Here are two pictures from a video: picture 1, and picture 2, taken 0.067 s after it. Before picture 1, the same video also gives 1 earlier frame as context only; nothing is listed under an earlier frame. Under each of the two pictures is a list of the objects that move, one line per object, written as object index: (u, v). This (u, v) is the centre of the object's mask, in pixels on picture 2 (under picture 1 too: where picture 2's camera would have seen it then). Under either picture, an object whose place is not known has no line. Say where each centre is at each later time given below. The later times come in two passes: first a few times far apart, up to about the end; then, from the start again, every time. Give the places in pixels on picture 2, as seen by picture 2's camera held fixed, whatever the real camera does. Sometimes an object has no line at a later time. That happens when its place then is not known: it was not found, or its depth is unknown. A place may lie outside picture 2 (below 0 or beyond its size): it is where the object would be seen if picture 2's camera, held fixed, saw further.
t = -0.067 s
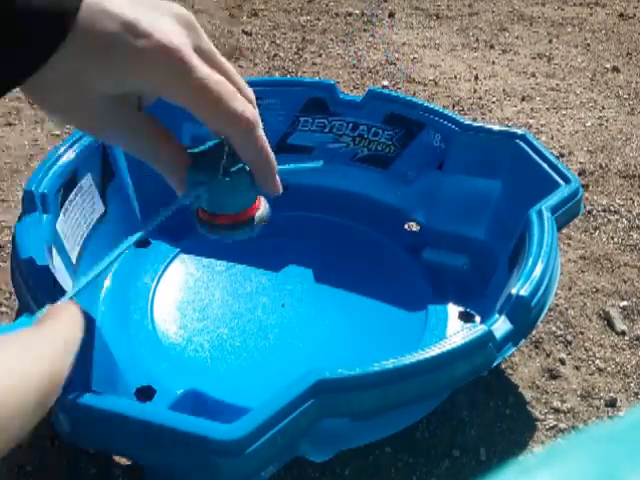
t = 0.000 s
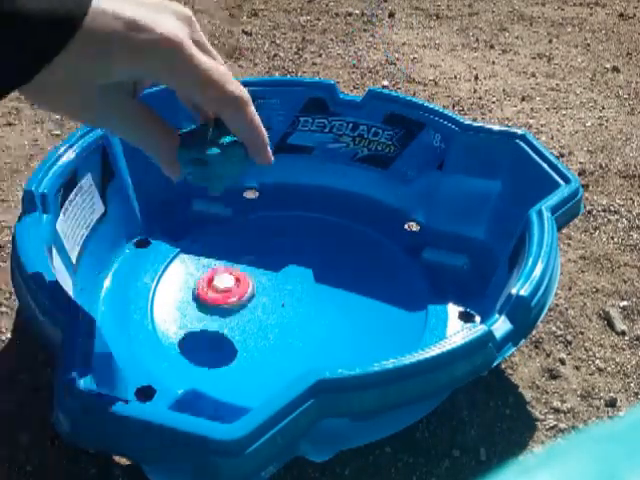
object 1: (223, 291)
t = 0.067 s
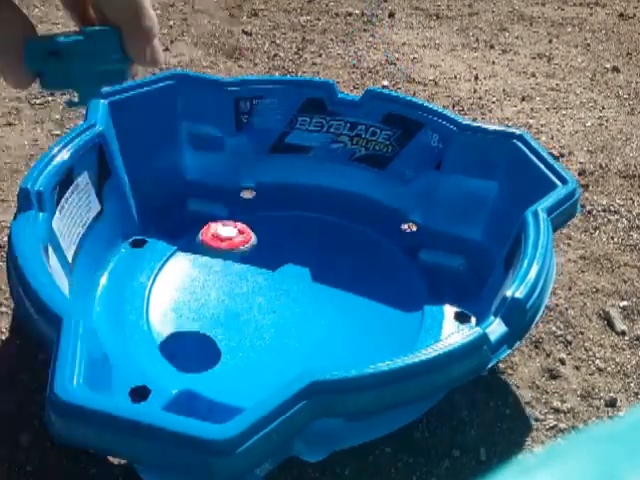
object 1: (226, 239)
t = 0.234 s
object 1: (243, 188)
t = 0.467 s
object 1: (277, 249)
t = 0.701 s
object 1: (233, 271)
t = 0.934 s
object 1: (193, 276)
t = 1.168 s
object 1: (222, 292)
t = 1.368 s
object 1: (256, 273)
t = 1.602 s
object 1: (260, 245)
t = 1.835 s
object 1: (252, 238)
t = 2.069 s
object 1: (249, 245)
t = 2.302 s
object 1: (272, 268)
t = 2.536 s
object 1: (312, 267)
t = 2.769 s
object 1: (319, 259)
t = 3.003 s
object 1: (300, 261)
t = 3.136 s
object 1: (285, 276)
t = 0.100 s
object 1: (229, 207)
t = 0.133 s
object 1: (233, 185)
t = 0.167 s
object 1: (236, 174)
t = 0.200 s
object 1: (240, 177)
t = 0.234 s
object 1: (243, 188)
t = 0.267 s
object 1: (246, 206)
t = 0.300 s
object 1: (254, 202)
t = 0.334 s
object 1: (261, 204)
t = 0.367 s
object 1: (269, 219)
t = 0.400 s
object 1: (275, 236)
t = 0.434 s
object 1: (277, 238)
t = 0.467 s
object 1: (277, 249)
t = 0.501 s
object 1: (276, 260)
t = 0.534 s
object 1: (271, 265)
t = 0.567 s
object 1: (265, 271)
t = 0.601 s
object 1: (258, 274)
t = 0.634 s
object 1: (249, 274)
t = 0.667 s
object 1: (240, 272)
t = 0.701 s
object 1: (233, 271)
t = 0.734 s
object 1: (226, 269)
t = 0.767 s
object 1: (219, 268)
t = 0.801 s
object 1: (213, 269)
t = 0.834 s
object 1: (206, 269)
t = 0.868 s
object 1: (200, 271)
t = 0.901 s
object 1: (196, 273)
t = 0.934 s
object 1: (193, 276)
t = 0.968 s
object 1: (192, 280)
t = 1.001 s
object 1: (193, 284)
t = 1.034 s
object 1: (196, 288)
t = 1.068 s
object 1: (201, 290)
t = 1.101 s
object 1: (207, 292)
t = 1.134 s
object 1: (214, 292)
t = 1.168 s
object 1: (222, 292)
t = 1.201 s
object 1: (229, 290)
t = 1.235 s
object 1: (235, 288)
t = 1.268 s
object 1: (243, 285)
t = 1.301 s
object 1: (248, 281)
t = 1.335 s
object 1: (252, 277)
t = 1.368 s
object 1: (256, 273)
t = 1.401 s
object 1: (259, 268)
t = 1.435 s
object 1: (261, 264)
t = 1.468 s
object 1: (262, 260)
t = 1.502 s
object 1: (262, 256)
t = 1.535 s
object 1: (262, 252)
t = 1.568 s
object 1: (261, 248)
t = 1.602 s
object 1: (260, 245)
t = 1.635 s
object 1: (258, 242)
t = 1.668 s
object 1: (256, 241)
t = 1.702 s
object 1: (255, 239)
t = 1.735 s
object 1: (253, 238)
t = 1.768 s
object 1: (253, 238)
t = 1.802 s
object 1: (252, 238)
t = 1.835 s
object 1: (252, 238)
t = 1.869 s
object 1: (251, 238)
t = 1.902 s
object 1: (251, 238)
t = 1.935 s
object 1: (251, 239)
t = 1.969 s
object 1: (250, 239)
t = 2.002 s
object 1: (250, 241)
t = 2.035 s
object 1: (249, 242)
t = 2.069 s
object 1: (249, 245)
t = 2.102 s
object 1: (250, 248)
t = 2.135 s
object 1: (251, 252)
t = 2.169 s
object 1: (253, 255)
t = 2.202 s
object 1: (257, 259)
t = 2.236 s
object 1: (260, 262)
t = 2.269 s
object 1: (266, 265)
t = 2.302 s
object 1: (272, 268)
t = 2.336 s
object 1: (279, 269)
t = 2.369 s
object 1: (285, 270)
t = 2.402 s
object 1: (292, 270)
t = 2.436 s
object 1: (298, 270)
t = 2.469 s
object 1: (303, 269)
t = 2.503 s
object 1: (309, 268)
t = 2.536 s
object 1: (312, 267)
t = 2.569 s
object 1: (315, 266)
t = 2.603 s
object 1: (318, 264)
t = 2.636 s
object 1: (319, 262)
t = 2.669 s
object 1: (319, 261)
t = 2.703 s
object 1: (320, 260)
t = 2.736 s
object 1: (319, 260)
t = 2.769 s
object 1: (319, 259)
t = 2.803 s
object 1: (318, 258)
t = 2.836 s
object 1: (317, 258)
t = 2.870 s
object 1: (316, 257)
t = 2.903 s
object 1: (313, 257)
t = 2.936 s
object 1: (308, 258)
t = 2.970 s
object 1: (305, 260)
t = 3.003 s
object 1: (300, 261)
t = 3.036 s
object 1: (295, 264)
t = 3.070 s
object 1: (291, 267)
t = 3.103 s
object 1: (288, 271)
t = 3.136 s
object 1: (285, 276)
